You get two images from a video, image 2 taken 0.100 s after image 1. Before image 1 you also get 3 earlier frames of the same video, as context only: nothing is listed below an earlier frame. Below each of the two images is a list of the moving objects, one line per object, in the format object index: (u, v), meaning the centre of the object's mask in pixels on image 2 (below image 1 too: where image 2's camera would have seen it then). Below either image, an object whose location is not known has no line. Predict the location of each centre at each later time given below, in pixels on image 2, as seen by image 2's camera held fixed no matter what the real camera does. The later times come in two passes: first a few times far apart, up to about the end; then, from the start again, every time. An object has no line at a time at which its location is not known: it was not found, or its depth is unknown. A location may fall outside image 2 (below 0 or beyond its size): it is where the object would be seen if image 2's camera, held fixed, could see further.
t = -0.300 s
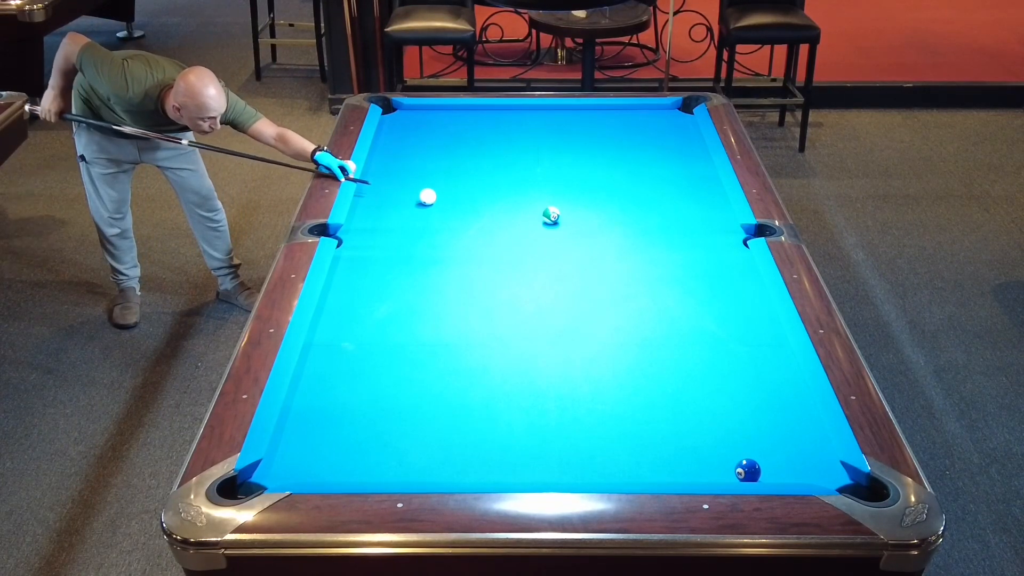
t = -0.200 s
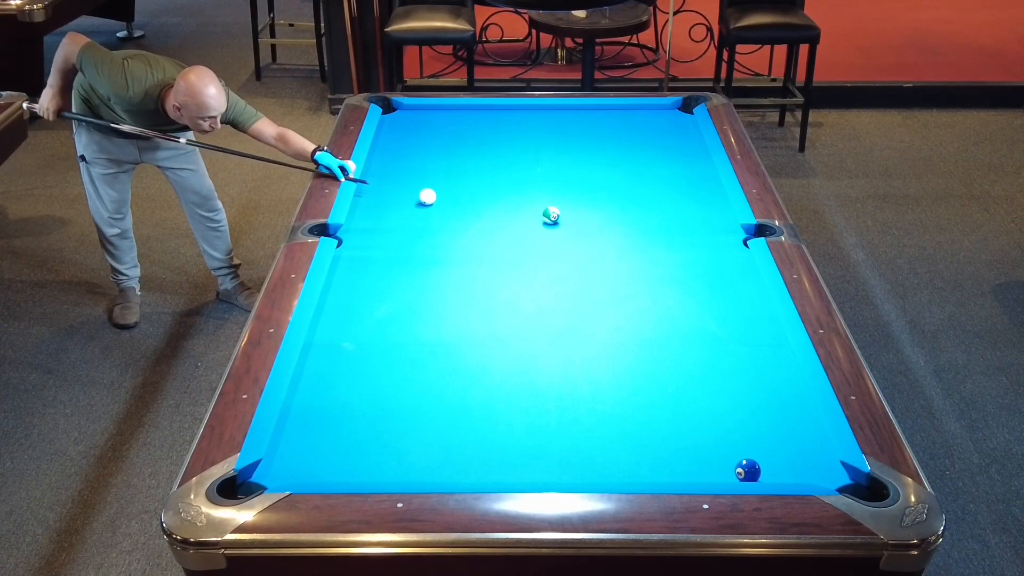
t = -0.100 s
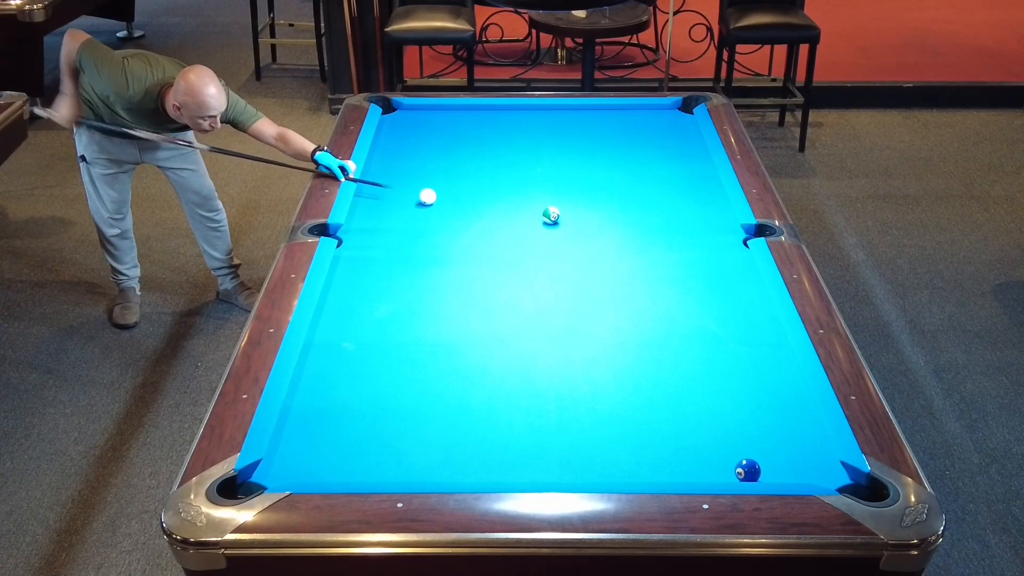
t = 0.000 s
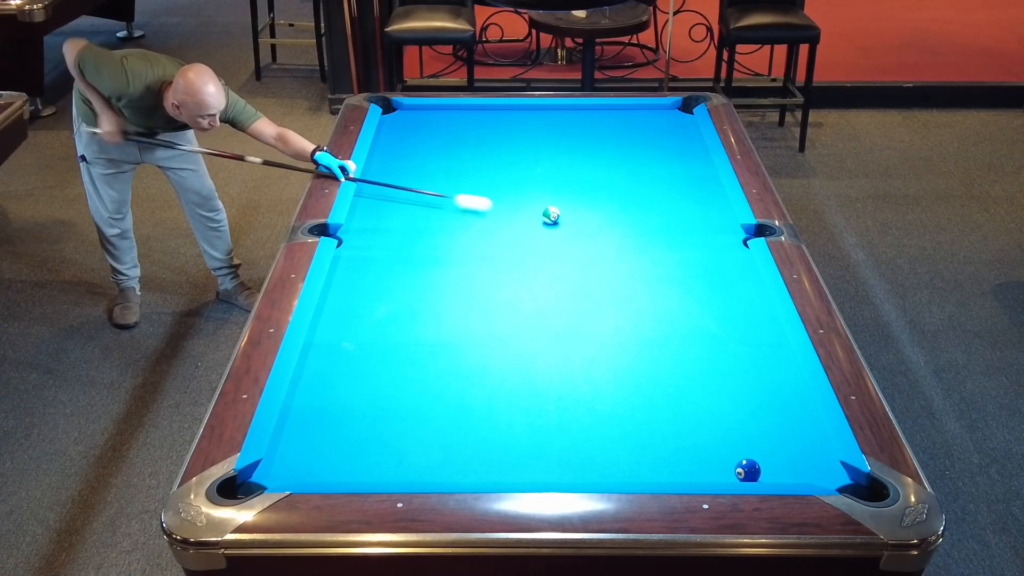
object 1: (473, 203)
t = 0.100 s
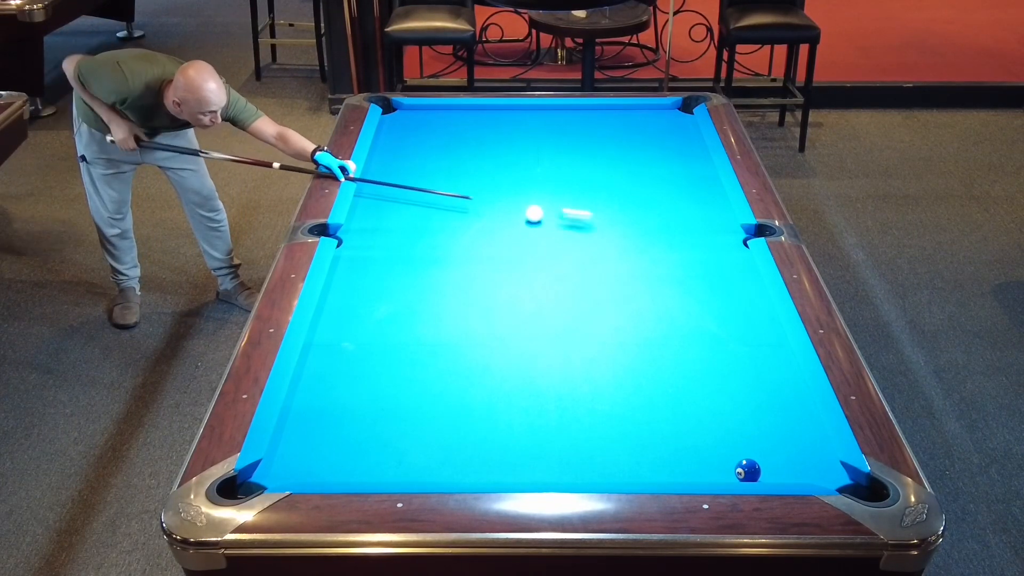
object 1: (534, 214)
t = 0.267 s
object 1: (543, 219)
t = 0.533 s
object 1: (593, 233)
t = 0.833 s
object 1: (657, 249)
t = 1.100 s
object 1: (715, 263)
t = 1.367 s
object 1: (738, 276)
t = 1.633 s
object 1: (712, 284)
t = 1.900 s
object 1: (687, 293)
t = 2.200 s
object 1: (661, 302)
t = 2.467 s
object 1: (640, 310)
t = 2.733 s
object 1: (620, 318)
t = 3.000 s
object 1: (601, 325)
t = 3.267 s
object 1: (584, 331)
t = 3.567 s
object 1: (567, 338)
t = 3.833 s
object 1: (553, 342)
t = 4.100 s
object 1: (541, 347)
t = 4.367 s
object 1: (532, 351)
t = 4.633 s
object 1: (524, 353)
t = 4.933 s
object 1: (517, 356)
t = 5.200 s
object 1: (513, 357)
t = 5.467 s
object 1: (511, 359)
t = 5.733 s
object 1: (510, 360)
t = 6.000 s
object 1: (510, 360)
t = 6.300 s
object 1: (510, 360)
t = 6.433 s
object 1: (510, 360)
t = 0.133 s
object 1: (534, 215)
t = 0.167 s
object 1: (535, 216)
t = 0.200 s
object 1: (537, 217)
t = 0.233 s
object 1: (540, 218)
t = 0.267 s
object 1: (543, 219)
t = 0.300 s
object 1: (547, 221)
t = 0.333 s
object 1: (553, 222)
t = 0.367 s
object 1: (558, 224)
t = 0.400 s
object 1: (565, 225)
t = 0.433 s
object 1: (572, 227)
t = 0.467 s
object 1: (579, 229)
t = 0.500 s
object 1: (586, 231)
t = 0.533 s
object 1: (593, 233)
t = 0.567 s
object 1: (600, 234)
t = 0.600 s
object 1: (607, 236)
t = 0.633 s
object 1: (614, 238)
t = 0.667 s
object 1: (621, 240)
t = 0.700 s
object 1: (628, 241)
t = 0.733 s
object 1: (635, 243)
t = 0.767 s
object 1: (643, 245)
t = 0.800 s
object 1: (650, 247)
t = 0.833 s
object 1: (657, 249)
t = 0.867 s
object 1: (664, 250)
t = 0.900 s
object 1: (671, 252)
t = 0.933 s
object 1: (678, 254)
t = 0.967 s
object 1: (686, 256)
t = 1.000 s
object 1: (693, 258)
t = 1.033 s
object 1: (700, 259)
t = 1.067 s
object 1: (708, 261)
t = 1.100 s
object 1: (715, 263)
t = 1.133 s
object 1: (722, 265)
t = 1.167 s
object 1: (730, 267)
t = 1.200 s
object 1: (737, 269)
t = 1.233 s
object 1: (745, 271)
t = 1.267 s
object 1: (748, 272)
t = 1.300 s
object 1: (744, 273)
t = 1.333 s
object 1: (741, 275)
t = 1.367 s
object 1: (738, 276)
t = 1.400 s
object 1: (734, 277)
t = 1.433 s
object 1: (731, 278)
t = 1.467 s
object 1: (728, 279)
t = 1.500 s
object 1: (724, 280)
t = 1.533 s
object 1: (721, 281)
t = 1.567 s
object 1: (718, 282)
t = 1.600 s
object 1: (715, 283)
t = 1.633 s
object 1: (712, 284)
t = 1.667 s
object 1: (709, 285)
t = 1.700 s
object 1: (706, 287)
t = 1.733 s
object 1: (703, 288)
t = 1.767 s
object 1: (699, 289)
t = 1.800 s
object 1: (696, 290)
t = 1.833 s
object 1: (693, 291)
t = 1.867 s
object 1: (690, 292)
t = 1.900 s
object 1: (687, 293)
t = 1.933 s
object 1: (684, 294)
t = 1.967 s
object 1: (681, 295)
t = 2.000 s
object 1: (678, 296)
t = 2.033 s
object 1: (675, 297)
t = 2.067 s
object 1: (673, 298)
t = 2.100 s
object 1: (670, 299)
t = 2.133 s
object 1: (667, 300)
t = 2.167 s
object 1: (664, 301)
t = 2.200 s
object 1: (661, 302)
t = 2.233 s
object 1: (658, 303)
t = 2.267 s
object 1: (656, 304)
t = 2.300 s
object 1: (653, 305)
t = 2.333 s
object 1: (650, 306)
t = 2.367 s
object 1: (648, 307)
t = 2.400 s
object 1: (645, 308)
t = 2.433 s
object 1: (642, 309)
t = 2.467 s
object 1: (640, 310)
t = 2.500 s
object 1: (637, 311)
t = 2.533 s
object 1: (635, 312)
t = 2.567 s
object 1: (632, 313)
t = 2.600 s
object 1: (630, 314)
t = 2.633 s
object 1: (627, 315)
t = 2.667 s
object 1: (625, 316)
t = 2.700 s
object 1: (622, 317)
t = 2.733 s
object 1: (620, 318)
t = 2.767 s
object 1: (617, 318)
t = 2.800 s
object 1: (615, 319)
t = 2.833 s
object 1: (612, 320)
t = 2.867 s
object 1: (610, 321)
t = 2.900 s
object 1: (608, 322)
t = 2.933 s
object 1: (605, 323)
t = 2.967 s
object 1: (603, 324)
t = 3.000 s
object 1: (601, 325)
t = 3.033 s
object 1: (599, 325)
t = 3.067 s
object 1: (597, 326)
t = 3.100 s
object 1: (595, 327)
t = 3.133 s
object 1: (592, 328)
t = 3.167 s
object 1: (590, 329)
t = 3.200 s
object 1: (588, 330)
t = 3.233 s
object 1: (586, 330)
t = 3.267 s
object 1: (584, 331)
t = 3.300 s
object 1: (582, 332)
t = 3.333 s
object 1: (580, 333)
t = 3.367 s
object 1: (578, 333)
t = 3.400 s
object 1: (576, 334)
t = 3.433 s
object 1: (574, 335)
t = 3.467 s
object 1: (572, 336)
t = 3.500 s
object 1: (571, 336)
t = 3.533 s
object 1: (569, 337)
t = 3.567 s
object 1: (567, 338)
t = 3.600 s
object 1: (565, 338)
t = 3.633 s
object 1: (563, 339)
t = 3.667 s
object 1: (562, 340)
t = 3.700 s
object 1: (560, 340)
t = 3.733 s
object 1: (558, 340)
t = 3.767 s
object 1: (557, 341)
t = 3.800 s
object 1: (555, 342)
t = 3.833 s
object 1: (553, 342)
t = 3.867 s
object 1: (552, 343)
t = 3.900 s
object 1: (550, 344)
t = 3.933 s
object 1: (549, 344)
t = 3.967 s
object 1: (547, 345)
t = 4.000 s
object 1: (546, 346)
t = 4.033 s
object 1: (545, 346)
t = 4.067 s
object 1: (543, 346)
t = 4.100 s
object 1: (541, 347)
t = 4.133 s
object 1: (540, 348)
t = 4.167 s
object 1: (539, 348)
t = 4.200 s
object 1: (538, 348)
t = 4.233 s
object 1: (536, 349)
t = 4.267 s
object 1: (535, 350)
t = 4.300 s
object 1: (534, 350)
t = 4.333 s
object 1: (533, 350)
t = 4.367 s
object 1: (532, 351)
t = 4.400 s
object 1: (531, 351)
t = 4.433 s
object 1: (530, 351)
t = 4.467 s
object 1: (529, 352)
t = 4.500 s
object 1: (528, 352)
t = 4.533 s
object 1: (526, 352)
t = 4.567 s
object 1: (526, 353)
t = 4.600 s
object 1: (525, 353)
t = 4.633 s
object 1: (524, 353)
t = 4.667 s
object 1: (522, 354)
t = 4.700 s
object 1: (522, 354)
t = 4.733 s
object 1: (521, 354)
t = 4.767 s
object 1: (520, 354)
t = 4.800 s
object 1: (519, 355)
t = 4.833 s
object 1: (519, 355)
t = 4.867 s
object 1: (518, 356)
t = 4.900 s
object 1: (517, 356)
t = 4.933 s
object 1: (517, 356)
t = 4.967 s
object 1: (516, 356)
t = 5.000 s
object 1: (515, 356)
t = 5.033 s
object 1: (515, 357)
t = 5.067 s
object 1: (514, 357)
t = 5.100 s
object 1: (514, 357)
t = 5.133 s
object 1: (514, 357)
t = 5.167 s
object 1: (513, 358)
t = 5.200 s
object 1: (513, 357)
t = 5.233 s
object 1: (512, 358)
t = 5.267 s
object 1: (512, 358)
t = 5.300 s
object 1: (512, 358)
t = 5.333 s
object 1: (511, 359)
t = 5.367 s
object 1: (511, 359)
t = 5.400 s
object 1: (511, 358)
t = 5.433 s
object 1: (511, 359)
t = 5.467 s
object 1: (511, 359)
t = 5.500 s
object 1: (511, 359)
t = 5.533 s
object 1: (511, 359)
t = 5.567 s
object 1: (510, 359)
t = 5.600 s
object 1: (510, 359)
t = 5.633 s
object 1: (510, 359)
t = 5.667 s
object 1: (510, 360)
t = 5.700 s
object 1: (510, 360)
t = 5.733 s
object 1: (510, 360)
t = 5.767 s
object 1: (510, 360)
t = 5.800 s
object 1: (510, 360)
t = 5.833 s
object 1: (510, 360)
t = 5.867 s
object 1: (510, 360)
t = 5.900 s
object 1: (510, 360)
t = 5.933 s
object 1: (510, 360)
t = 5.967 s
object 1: (510, 360)
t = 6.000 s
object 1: (510, 360)
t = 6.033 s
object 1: (510, 360)
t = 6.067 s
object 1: (510, 360)
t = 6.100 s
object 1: (510, 360)
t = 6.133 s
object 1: (510, 360)
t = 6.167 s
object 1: (510, 360)
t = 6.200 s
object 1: (510, 360)
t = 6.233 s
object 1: (510, 360)
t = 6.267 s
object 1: (510, 360)
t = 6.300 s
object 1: (510, 360)
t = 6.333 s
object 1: (510, 360)
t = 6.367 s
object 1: (510, 360)
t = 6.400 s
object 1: (510, 360)
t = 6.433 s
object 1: (510, 360)
